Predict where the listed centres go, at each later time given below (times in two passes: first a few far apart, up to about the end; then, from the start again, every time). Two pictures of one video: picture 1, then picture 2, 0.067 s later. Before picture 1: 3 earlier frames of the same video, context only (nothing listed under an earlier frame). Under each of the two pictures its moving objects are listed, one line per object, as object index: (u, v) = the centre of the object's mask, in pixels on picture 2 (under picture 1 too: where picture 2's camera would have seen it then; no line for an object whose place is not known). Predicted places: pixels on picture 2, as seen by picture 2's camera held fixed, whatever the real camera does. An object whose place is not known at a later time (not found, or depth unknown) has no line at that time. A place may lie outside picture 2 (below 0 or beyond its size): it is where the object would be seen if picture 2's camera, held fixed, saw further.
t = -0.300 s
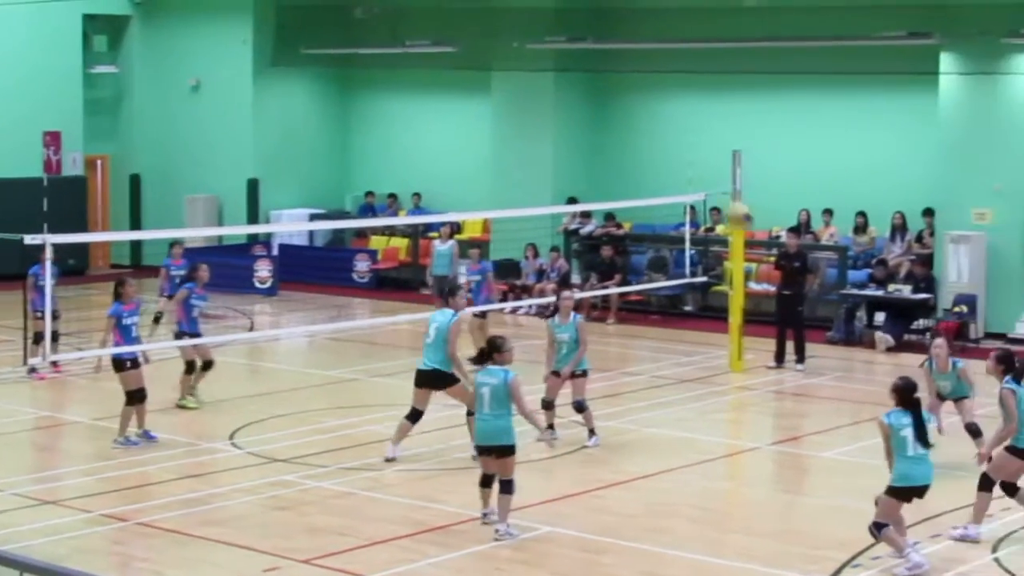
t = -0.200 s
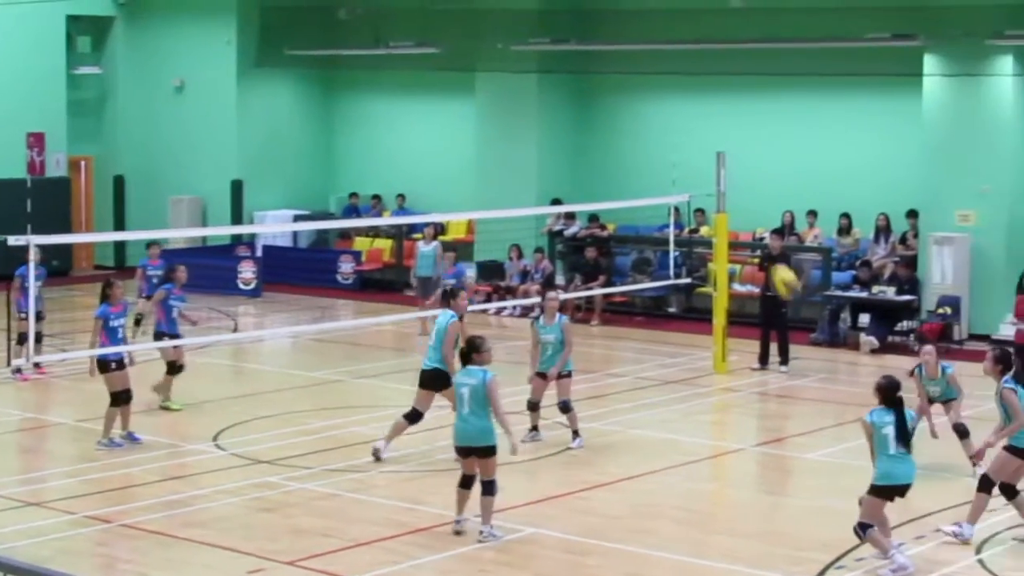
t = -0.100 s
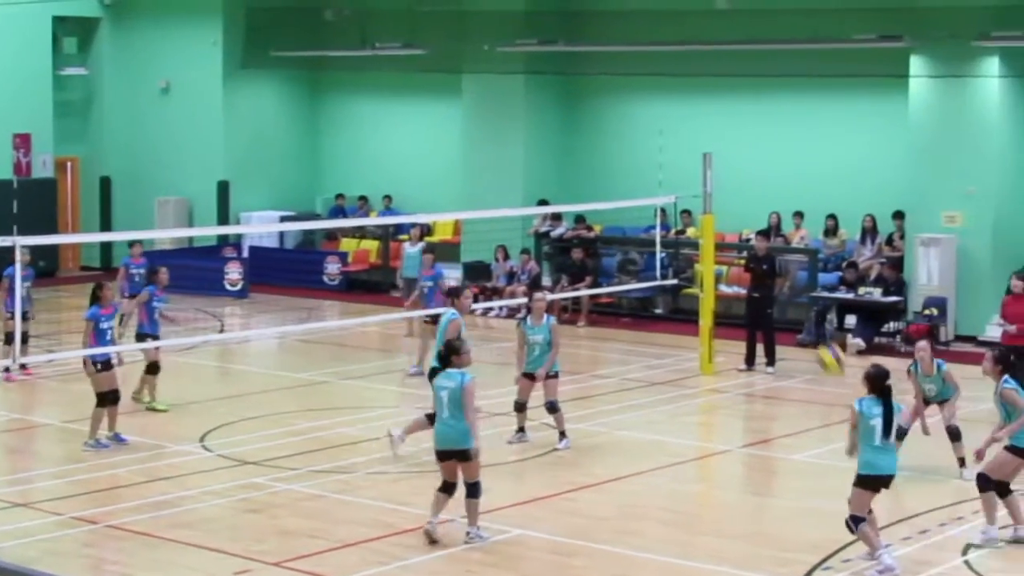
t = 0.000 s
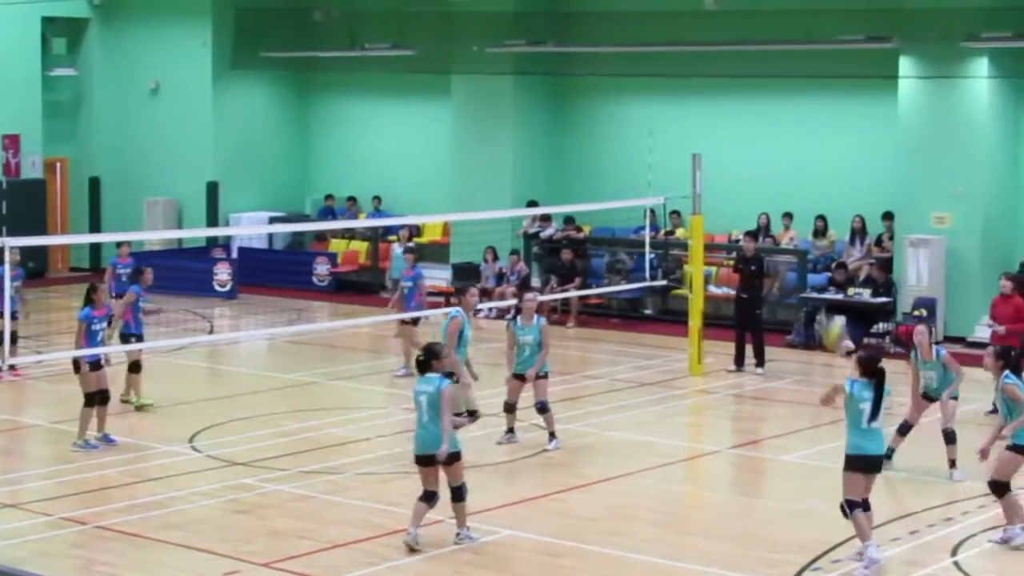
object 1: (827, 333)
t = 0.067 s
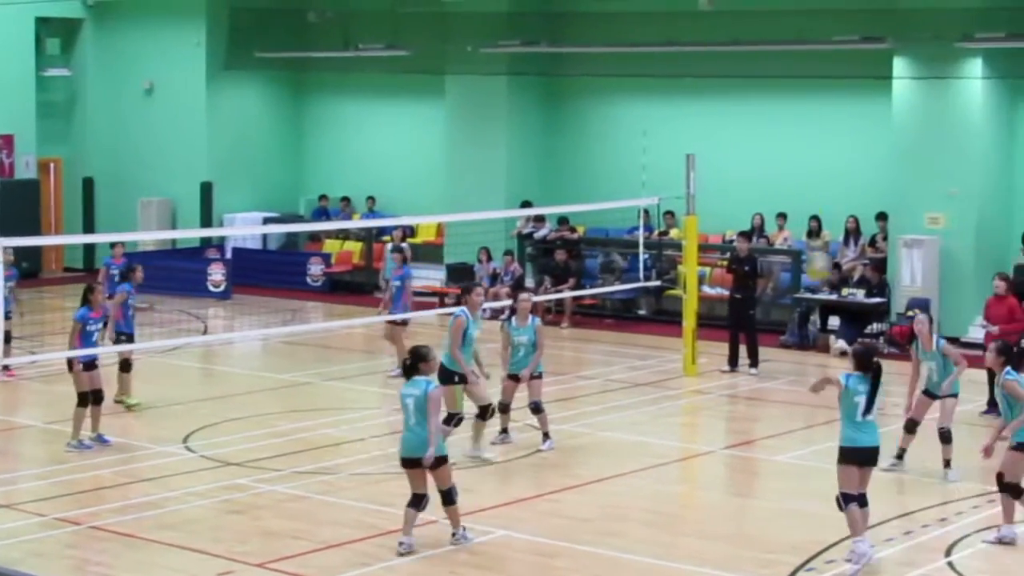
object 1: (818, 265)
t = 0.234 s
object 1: (794, 142)
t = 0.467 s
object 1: (756, 29)
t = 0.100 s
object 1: (814, 240)
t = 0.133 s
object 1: (809, 212)
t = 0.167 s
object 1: (804, 187)
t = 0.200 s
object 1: (798, 164)
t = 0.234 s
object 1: (794, 142)
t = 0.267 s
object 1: (789, 121)
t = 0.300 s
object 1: (783, 101)
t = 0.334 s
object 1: (777, 82)
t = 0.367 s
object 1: (773, 68)
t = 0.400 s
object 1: (766, 53)
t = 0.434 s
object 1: (762, 39)
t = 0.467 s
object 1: (756, 29)
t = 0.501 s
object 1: (750, 18)
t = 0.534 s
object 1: (745, 11)
